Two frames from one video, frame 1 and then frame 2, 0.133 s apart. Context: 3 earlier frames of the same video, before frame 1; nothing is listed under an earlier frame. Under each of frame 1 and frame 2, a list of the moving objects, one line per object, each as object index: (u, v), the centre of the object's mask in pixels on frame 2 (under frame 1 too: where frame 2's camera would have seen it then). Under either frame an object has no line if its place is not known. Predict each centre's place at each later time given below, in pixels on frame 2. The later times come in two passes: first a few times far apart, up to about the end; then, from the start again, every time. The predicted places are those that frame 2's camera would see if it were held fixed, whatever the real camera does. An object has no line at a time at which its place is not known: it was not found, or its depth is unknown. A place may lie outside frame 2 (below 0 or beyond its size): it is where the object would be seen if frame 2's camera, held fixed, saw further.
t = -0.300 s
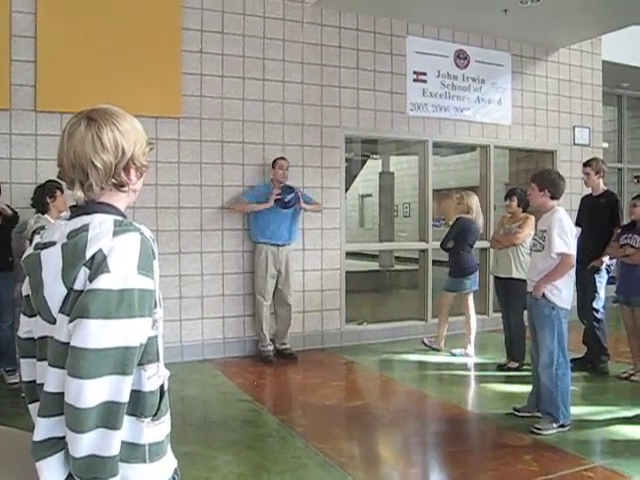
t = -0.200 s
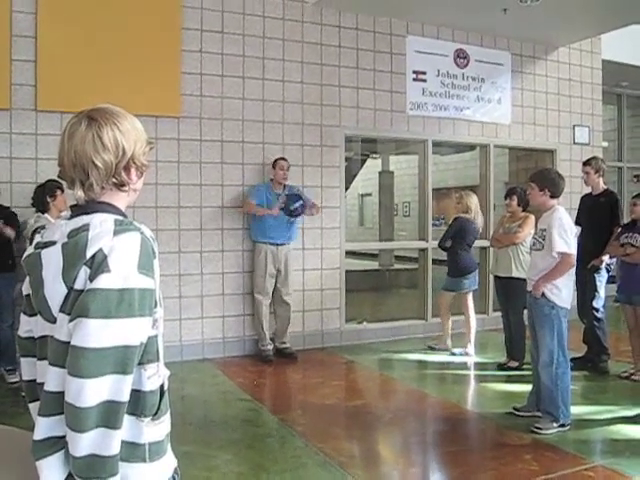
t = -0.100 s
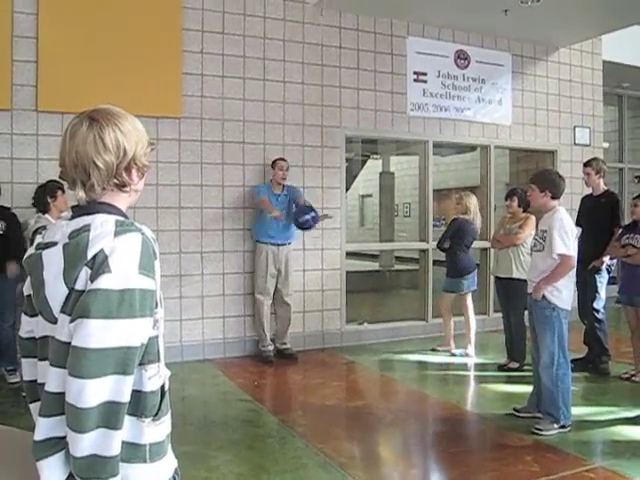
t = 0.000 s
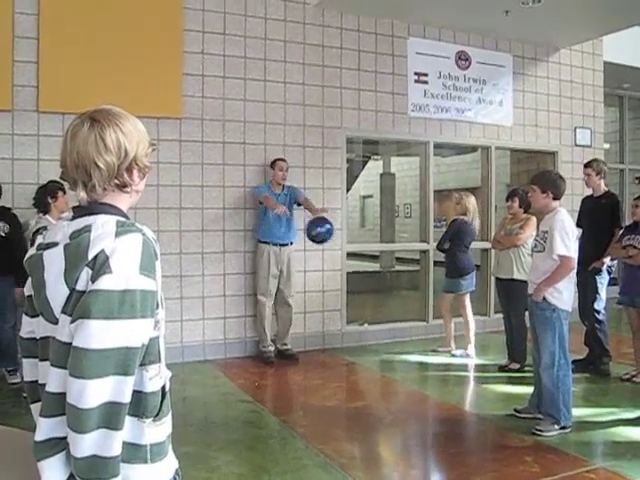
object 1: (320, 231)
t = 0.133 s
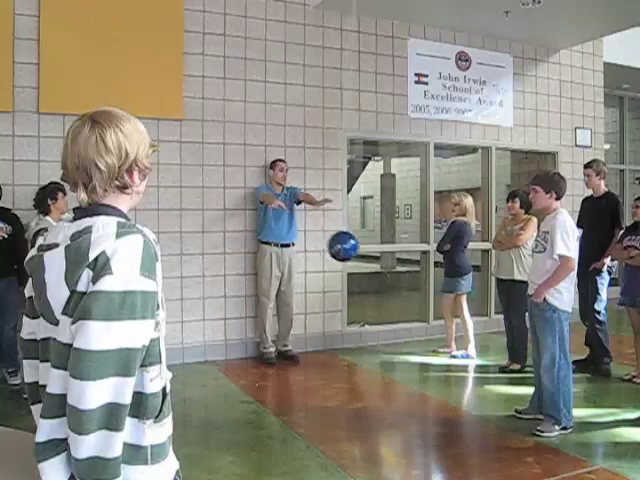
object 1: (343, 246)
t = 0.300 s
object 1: (382, 262)
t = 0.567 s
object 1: (481, 267)
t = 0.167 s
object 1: (350, 250)
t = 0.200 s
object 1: (357, 253)
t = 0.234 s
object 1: (364, 256)
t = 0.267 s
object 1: (373, 260)
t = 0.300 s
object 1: (382, 262)
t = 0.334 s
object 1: (392, 265)
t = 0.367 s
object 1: (402, 266)
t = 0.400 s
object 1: (413, 268)
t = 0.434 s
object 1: (425, 269)
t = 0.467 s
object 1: (437, 269)
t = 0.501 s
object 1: (451, 270)
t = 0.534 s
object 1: (464, 269)
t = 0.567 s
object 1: (481, 267)
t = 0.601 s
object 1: (496, 265)
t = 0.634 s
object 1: (514, 262)
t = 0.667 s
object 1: (534, 259)
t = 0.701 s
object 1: (553, 254)
